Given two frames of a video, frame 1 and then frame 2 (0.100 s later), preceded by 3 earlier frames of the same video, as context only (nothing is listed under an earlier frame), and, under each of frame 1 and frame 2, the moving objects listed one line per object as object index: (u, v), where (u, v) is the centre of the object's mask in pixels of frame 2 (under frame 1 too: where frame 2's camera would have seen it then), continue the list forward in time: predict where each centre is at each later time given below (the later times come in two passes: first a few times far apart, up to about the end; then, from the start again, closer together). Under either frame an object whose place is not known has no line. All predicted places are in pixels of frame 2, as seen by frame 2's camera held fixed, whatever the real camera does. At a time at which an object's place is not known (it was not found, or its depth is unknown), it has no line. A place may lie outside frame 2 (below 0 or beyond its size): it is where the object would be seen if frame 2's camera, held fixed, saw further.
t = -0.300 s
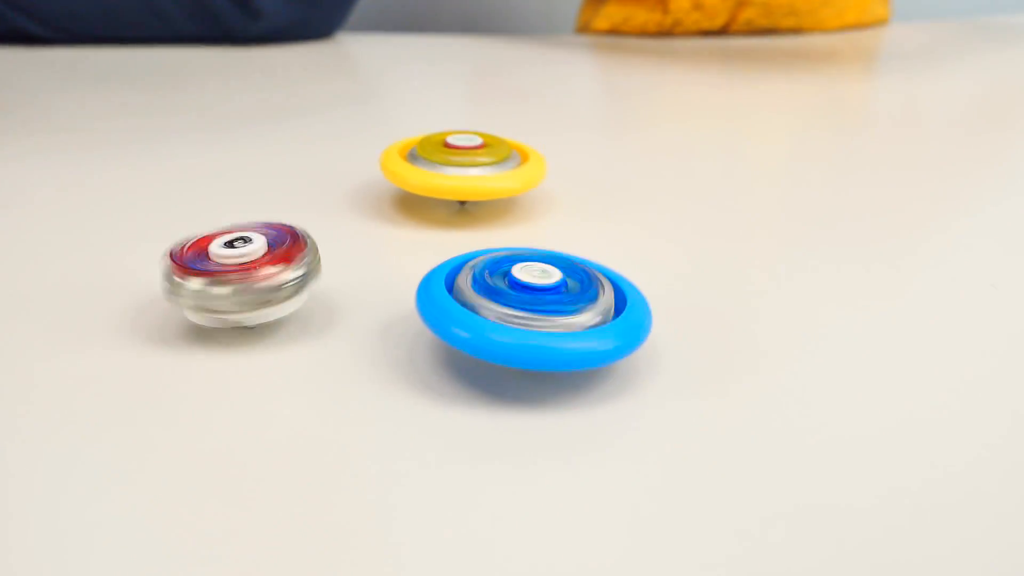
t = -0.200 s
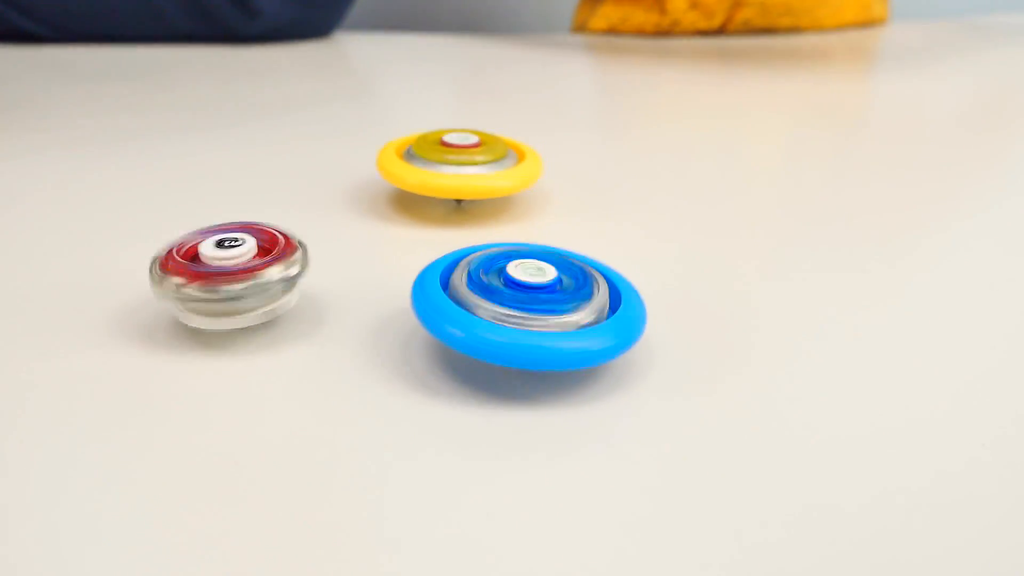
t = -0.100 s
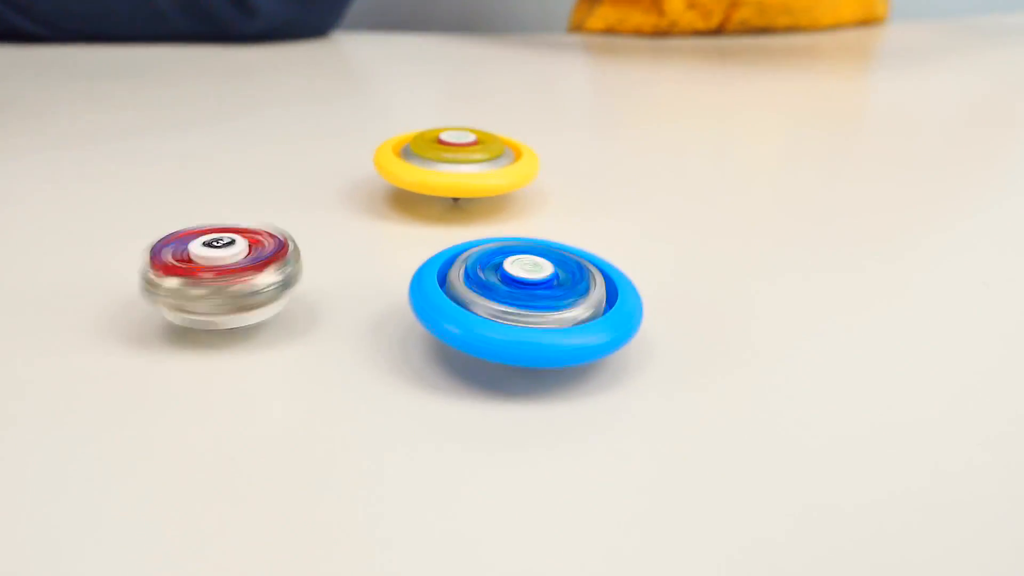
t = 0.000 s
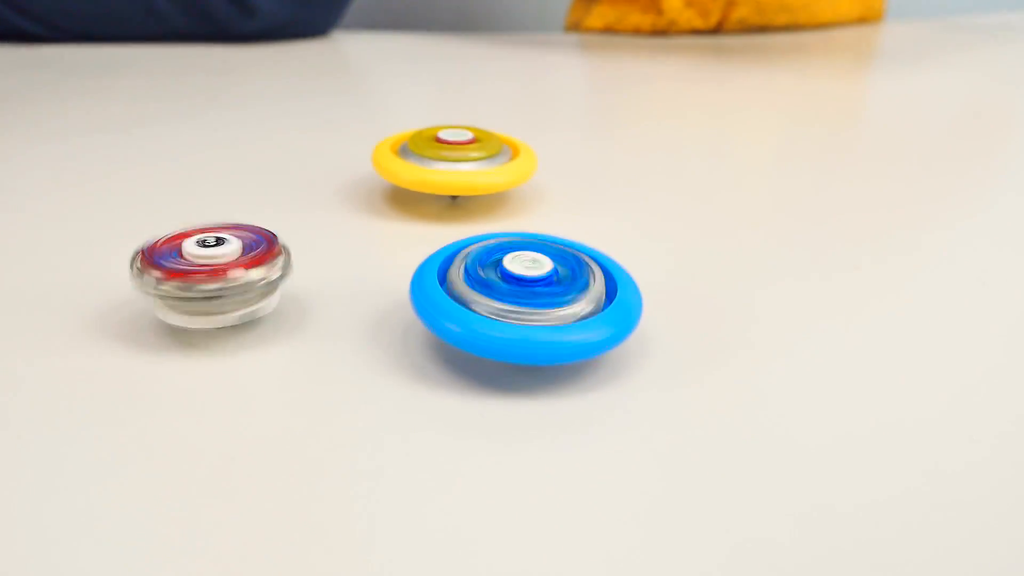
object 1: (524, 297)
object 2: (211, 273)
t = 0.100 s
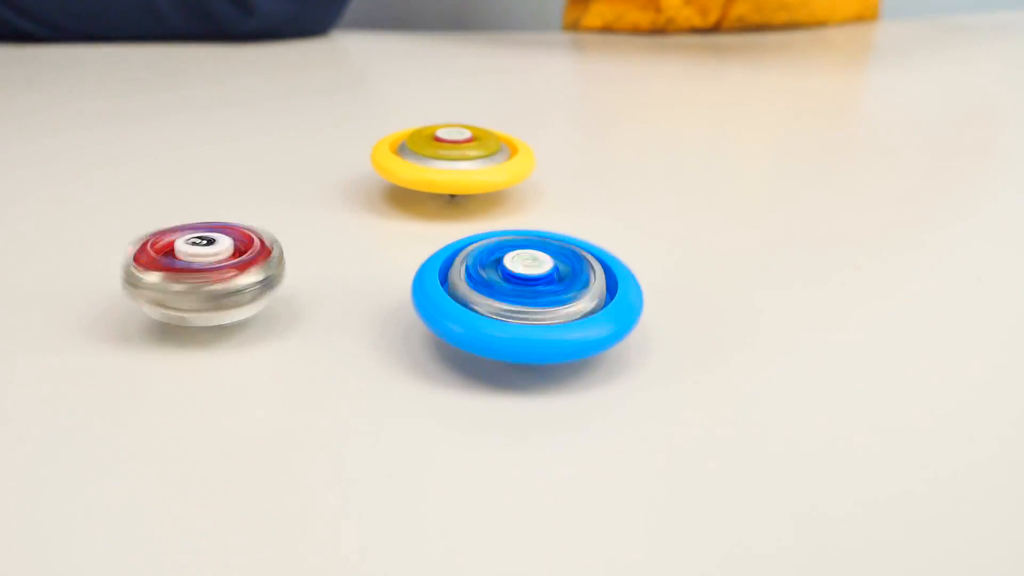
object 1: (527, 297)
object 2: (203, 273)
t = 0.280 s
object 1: (534, 298)
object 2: (196, 272)
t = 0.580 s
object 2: (196, 265)
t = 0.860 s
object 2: (210, 260)
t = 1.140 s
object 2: (222, 261)
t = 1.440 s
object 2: (228, 267)
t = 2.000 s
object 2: (197, 269)
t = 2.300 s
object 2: (192, 262)
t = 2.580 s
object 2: (206, 259)
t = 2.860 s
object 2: (218, 263)
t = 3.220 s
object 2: (214, 267)
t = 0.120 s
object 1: (527, 297)
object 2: (201, 274)
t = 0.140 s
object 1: (528, 297)
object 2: (200, 273)
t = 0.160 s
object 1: (528, 297)
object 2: (199, 273)
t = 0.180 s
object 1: (529, 297)
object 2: (197, 273)
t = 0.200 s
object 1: (532, 298)
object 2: (197, 273)
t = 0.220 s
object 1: (531, 298)
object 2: (197, 273)
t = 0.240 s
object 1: (532, 298)
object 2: (196, 272)
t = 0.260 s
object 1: (533, 298)
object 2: (196, 271)
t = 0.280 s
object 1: (534, 298)
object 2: (196, 272)
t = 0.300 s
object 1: (537, 299)
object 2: (195, 272)
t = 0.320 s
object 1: (536, 299)
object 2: (196, 270)
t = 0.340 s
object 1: (537, 298)
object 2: (193, 271)
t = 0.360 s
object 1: (538, 299)
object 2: (193, 270)
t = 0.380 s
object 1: (538, 299)
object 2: (194, 270)
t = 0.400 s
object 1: (541, 300)
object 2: (192, 270)
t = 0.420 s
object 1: (540, 300)
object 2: (193, 268)
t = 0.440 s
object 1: (541, 300)
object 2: (192, 269)
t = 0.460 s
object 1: (543, 301)
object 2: (193, 268)
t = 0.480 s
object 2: (194, 267)
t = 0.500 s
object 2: (195, 268)
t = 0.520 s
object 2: (195, 267)
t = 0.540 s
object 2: (195, 266)
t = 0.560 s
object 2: (194, 266)
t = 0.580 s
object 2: (196, 265)
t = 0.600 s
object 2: (197, 265)
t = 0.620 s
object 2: (194, 265)
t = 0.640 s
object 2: (197, 264)
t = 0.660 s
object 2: (199, 264)
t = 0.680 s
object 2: (201, 263)
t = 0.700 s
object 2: (201, 262)
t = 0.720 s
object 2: (201, 264)
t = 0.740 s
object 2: (203, 263)
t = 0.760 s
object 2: (205, 262)
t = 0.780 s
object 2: (204, 262)
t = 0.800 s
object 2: (205, 262)
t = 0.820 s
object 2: (208, 261)
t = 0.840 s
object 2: (209, 262)
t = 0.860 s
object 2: (210, 260)
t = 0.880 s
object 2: (211, 261)
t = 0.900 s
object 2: (212, 260)
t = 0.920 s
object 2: (215, 260)
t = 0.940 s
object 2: (216, 261)
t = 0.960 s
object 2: (216, 260)
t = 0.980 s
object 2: (217, 260)
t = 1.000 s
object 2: (217, 261)
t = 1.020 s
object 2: (219, 261)
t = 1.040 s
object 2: (221, 260)
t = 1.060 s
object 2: (218, 261)
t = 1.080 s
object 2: (220, 261)
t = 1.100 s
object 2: (222, 261)
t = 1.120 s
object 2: (222, 261)
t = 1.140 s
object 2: (222, 261)
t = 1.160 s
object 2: (223, 262)
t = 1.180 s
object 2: (225, 262)
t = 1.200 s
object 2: (227, 262)
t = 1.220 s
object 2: (228, 263)
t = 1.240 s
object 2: (226, 263)
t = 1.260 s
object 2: (228, 263)
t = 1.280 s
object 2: (226, 265)
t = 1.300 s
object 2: (227, 264)
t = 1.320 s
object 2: (227, 264)
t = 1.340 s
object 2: (225, 265)
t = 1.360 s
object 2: (226, 265)
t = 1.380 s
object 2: (227, 266)
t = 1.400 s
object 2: (227, 266)
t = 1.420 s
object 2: (228, 266)
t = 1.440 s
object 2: (228, 267)
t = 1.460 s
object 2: (227, 267)
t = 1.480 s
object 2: (226, 267)
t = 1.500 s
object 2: (225, 268)
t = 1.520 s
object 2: (224, 269)
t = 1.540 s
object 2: (224, 269)
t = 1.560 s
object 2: (221, 270)
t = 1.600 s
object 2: (220, 270)
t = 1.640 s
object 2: (217, 270)
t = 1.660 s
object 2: (217, 271)
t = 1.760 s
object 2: (211, 271)
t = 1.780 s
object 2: (210, 272)
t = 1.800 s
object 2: (209, 271)
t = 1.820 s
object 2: (208, 271)
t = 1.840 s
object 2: (205, 271)
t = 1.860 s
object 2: (204, 271)
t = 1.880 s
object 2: (204, 270)
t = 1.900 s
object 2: (201, 271)
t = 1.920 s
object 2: (200, 270)
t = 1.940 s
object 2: (199, 270)
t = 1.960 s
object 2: (196, 269)
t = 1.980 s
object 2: (196, 269)
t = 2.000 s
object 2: (197, 269)
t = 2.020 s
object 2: (196, 268)
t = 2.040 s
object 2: (196, 268)
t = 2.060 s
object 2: (196, 268)
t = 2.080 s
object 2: (195, 267)
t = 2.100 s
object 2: (195, 267)
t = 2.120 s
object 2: (194, 267)
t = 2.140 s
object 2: (193, 266)
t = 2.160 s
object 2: (195, 265)
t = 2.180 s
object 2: (193, 265)
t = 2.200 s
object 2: (193, 264)
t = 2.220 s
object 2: (195, 263)
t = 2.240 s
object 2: (192, 264)
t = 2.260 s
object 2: (192, 263)
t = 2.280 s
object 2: (193, 262)
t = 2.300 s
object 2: (192, 262)
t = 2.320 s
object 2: (193, 262)
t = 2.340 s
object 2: (194, 262)
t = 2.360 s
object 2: (193, 261)
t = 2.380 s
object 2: (196, 260)
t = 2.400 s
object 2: (198, 260)
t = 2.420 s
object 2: (198, 259)
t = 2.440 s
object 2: (200, 259)
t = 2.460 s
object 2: (201, 260)
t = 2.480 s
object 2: (201, 259)
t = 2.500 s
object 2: (203, 259)
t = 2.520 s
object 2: (204, 260)
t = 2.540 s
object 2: (205, 259)
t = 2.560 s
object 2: (206, 258)
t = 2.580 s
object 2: (206, 259)
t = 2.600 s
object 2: (208, 258)
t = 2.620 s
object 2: (211, 258)
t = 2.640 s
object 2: (209, 259)
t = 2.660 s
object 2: (209, 259)
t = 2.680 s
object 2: (213, 259)
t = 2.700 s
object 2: (211, 258)
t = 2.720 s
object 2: (212, 259)
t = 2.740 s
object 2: (215, 260)
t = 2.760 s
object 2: (215, 260)
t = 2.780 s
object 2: (216, 260)
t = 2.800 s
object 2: (217, 262)
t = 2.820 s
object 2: (218, 262)
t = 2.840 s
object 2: (218, 262)
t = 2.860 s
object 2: (218, 263)
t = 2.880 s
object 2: (218, 263)
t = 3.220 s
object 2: (214, 267)
